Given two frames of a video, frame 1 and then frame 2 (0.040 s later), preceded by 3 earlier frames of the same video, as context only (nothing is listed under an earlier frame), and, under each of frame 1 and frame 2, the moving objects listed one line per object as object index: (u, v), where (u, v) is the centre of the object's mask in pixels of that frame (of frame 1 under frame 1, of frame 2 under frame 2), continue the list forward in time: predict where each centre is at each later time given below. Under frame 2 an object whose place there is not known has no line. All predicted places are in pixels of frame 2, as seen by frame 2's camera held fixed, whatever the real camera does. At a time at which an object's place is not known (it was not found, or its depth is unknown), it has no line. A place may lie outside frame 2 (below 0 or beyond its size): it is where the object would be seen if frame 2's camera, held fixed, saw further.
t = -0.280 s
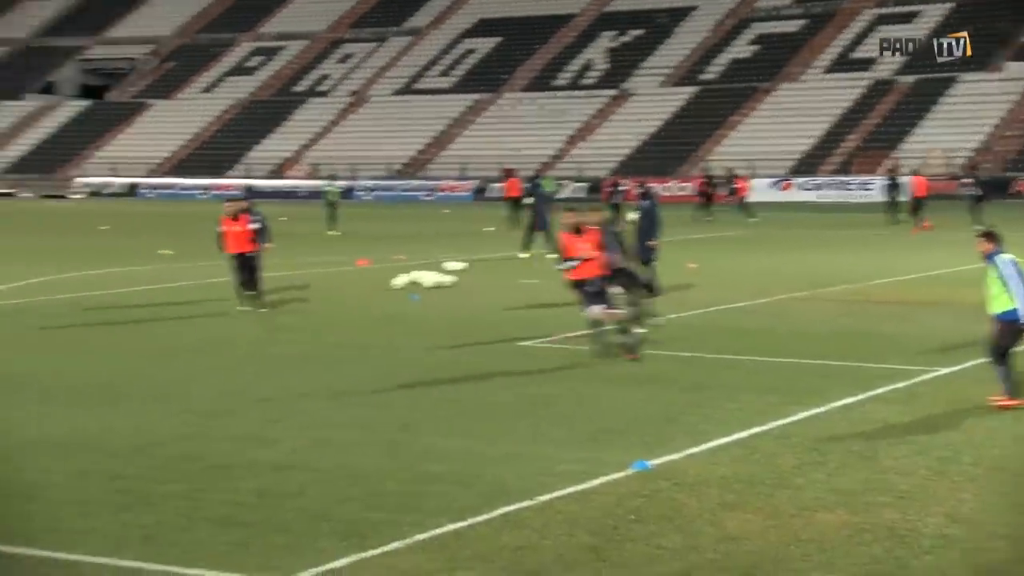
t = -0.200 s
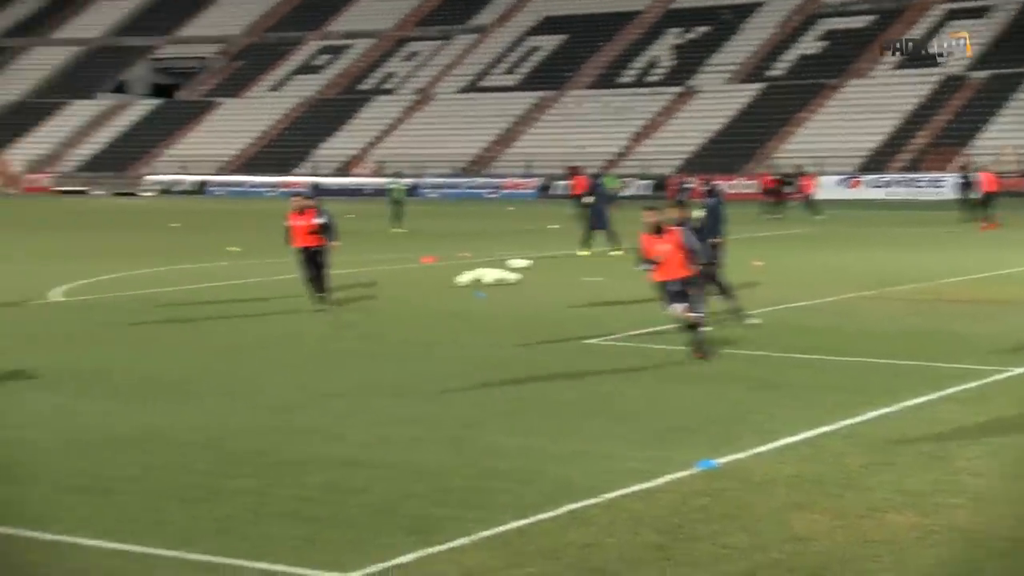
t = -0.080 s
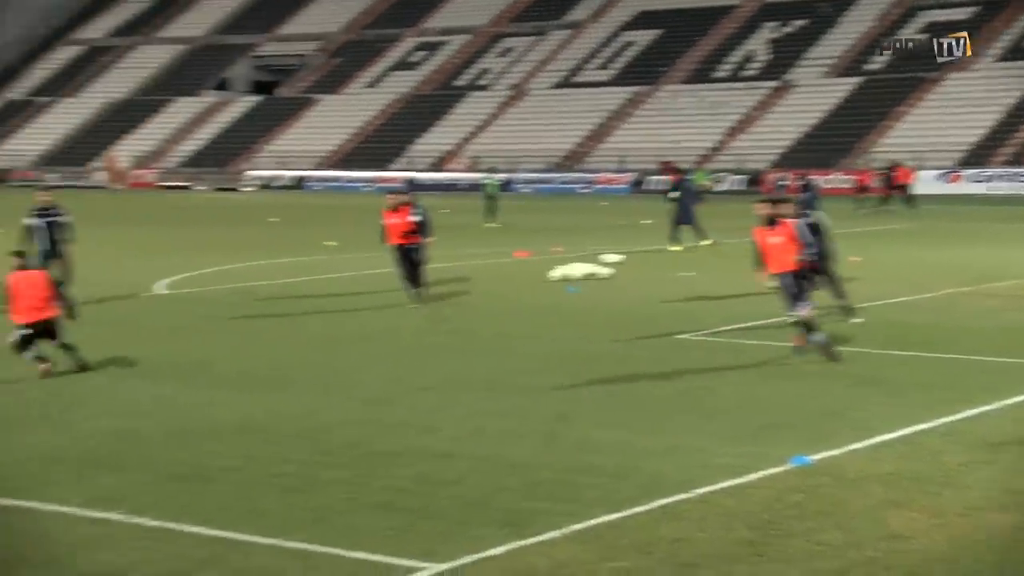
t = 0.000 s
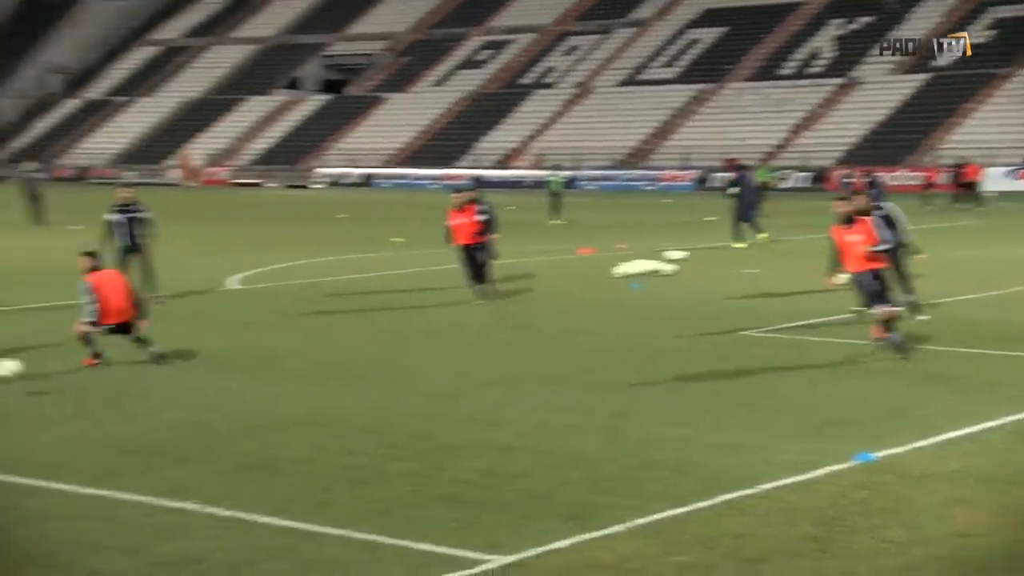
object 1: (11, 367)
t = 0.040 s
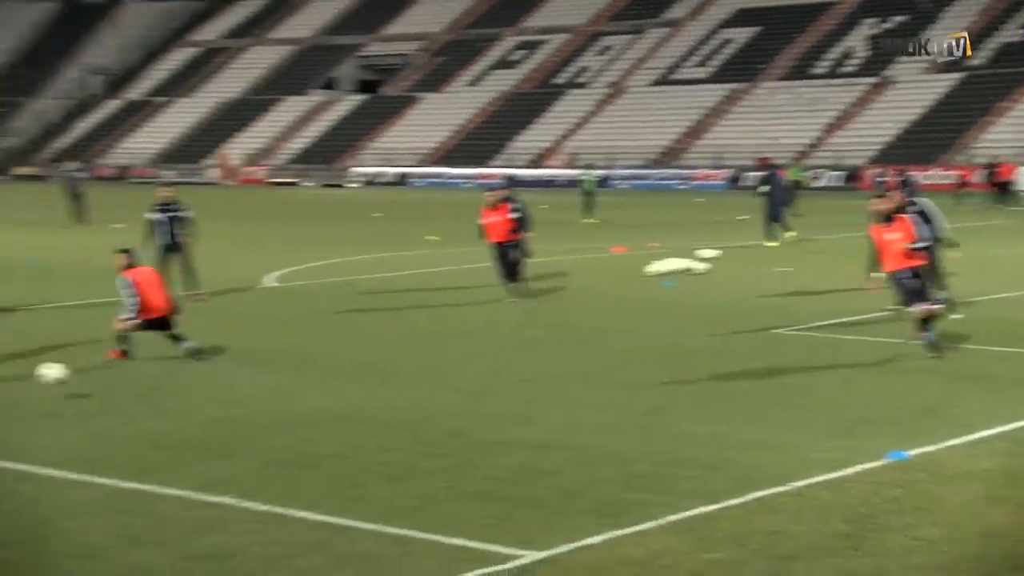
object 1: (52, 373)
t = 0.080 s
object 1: (57, 383)
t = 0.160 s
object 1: (65, 409)
